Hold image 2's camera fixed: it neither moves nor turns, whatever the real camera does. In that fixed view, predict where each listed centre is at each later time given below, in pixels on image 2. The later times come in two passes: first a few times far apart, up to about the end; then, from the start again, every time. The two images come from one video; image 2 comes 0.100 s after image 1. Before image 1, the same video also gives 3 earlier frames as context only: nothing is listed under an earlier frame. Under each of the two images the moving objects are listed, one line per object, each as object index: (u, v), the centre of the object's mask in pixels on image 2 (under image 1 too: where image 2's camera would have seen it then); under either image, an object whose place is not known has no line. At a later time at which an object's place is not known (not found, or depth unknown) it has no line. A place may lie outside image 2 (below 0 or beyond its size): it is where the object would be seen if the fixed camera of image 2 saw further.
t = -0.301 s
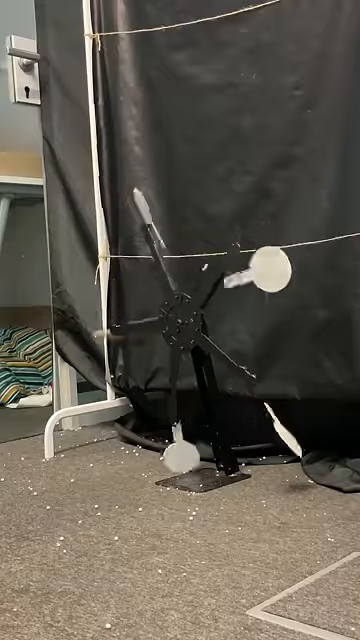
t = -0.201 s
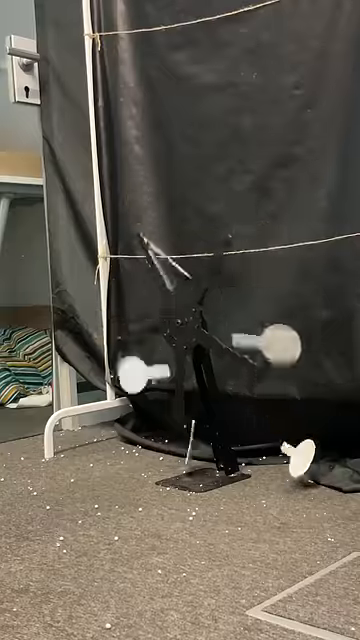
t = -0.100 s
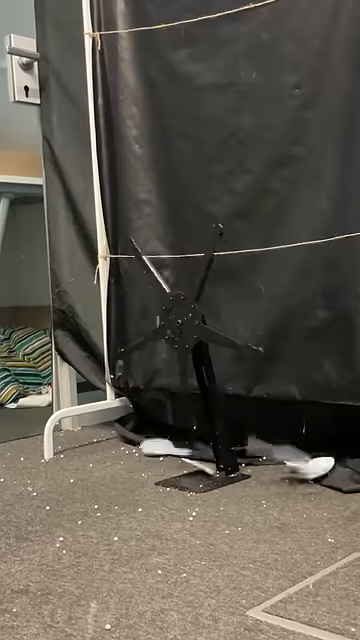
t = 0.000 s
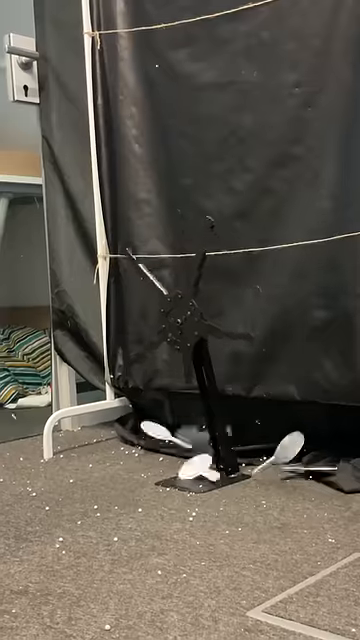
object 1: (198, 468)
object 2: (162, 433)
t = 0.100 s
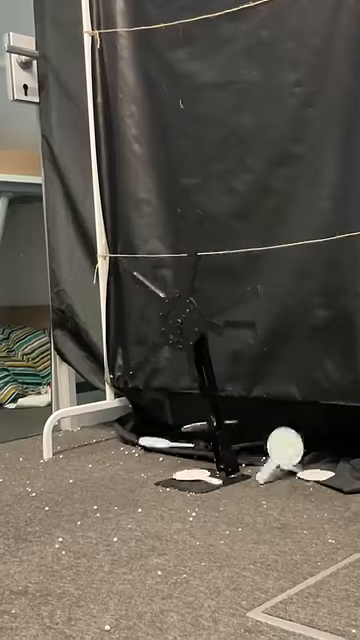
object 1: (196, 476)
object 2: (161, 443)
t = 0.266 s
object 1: (194, 478)
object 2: (164, 448)
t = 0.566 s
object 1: (194, 478)
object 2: (162, 448)
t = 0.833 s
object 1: (195, 478)
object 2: (163, 448)
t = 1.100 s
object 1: (195, 478)
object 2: (162, 448)
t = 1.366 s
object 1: (195, 478)
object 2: (163, 449)
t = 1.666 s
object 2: (163, 449)
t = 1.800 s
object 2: (163, 449)
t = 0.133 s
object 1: (195, 475)
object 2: (164, 446)
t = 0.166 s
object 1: (194, 476)
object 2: (163, 442)
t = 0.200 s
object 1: (194, 478)
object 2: (166, 440)
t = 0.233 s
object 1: (194, 478)
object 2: (163, 444)
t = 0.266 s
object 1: (194, 478)
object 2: (164, 448)
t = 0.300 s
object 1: (194, 478)
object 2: (165, 445)
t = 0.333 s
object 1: (194, 478)
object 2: (164, 446)
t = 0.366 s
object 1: (194, 478)
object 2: (163, 447)
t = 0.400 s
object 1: (195, 478)
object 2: (162, 448)
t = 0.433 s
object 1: (194, 478)
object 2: (162, 448)
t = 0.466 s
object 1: (194, 478)
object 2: (163, 448)
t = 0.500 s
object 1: (194, 478)
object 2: (163, 448)
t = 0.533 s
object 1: (194, 478)
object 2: (162, 448)
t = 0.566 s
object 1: (194, 478)
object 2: (162, 448)
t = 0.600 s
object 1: (194, 478)
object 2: (162, 448)
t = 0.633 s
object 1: (195, 478)
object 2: (162, 448)
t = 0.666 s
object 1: (195, 478)
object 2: (162, 448)
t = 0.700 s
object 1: (195, 478)
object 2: (162, 448)
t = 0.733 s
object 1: (195, 478)
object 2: (162, 448)
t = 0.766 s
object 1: (195, 478)
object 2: (163, 448)
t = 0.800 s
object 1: (195, 478)
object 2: (163, 448)
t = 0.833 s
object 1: (195, 478)
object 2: (163, 448)
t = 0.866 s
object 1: (195, 478)
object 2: (163, 448)
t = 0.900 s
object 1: (195, 478)
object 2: (163, 448)
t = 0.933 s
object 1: (195, 478)
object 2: (163, 448)
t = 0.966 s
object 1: (195, 478)
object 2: (163, 448)
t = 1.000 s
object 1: (195, 478)
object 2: (163, 448)
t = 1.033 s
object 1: (195, 478)
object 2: (163, 448)
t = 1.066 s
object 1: (195, 478)
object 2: (163, 448)
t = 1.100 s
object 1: (195, 478)
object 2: (162, 448)
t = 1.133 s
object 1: (195, 478)
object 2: (163, 448)
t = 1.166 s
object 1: (195, 478)
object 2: (163, 448)
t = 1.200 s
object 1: (195, 478)
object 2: (163, 448)
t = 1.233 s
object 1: (195, 478)
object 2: (163, 448)
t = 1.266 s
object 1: (195, 478)
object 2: (163, 449)
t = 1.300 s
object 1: (195, 478)
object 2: (163, 449)
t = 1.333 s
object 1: (195, 478)
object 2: (163, 449)
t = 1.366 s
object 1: (195, 478)
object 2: (163, 449)
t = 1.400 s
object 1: (195, 478)
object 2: (163, 449)
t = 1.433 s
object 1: (195, 478)
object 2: (163, 449)
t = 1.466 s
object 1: (195, 478)
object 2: (163, 449)
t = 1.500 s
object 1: (195, 479)
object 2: (163, 449)
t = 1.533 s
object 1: (195, 479)
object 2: (163, 449)
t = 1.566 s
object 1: (195, 479)
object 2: (163, 449)
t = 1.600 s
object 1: (195, 479)
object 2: (163, 449)
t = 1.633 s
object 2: (163, 449)
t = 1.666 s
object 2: (163, 449)
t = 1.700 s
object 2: (163, 449)
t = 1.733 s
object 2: (163, 449)
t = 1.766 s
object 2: (163, 449)
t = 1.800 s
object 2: (163, 449)
